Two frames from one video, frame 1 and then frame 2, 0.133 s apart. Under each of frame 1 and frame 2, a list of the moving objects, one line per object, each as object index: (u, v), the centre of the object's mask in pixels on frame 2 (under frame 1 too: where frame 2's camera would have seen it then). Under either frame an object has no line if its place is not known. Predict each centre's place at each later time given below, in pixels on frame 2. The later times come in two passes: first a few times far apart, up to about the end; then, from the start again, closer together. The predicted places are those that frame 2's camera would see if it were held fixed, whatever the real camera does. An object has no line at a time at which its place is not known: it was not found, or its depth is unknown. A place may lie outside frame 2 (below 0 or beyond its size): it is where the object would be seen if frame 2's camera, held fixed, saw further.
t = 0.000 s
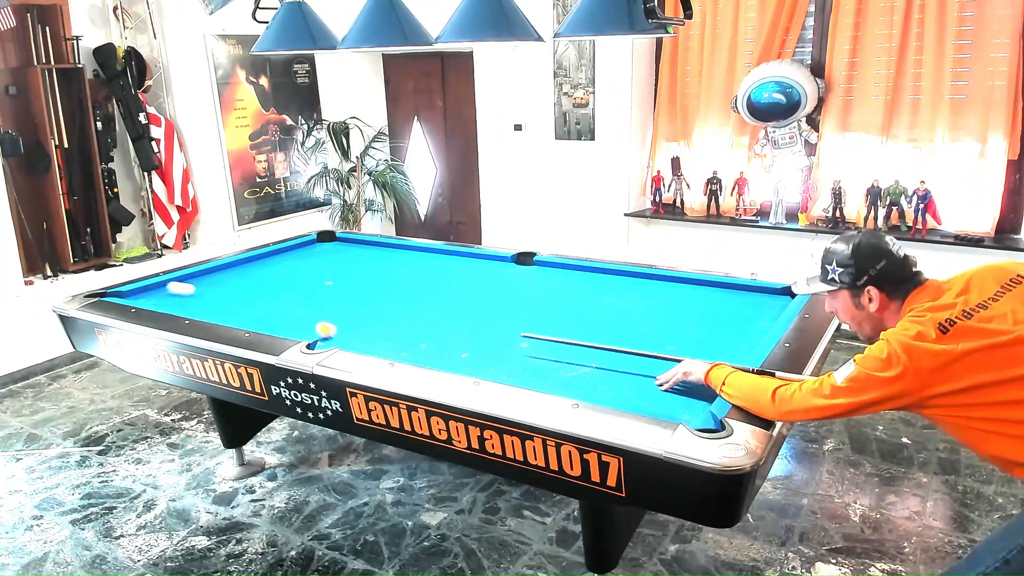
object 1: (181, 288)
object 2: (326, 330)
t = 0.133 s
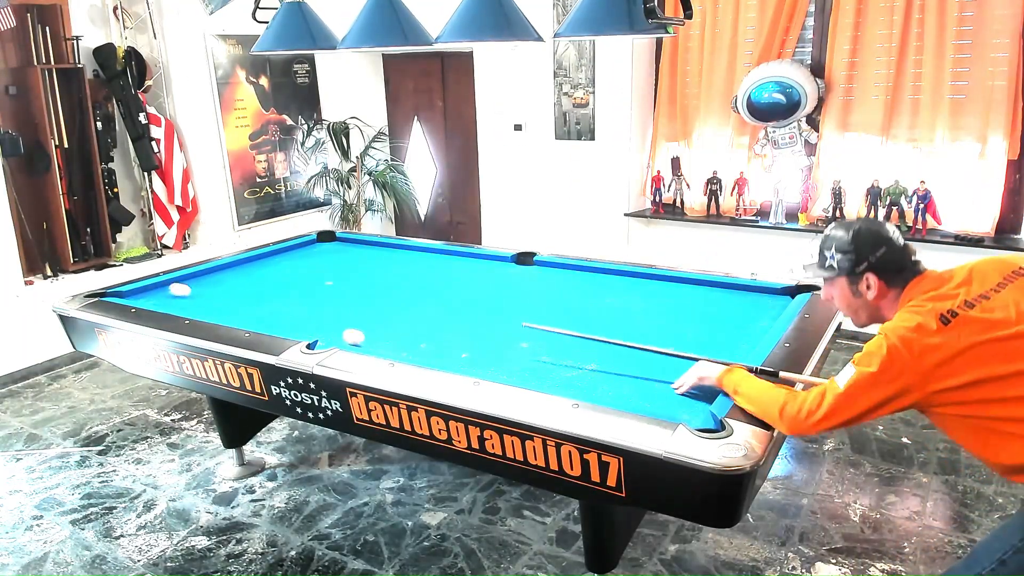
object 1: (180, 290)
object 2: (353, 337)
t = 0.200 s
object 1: (198, 294)
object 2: (368, 341)
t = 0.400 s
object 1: (249, 305)
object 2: (412, 351)
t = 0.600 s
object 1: (305, 318)
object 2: (460, 362)
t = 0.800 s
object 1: (367, 331)
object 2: (512, 374)
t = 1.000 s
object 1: (435, 346)
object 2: (568, 384)
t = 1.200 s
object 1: (511, 363)
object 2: (627, 395)
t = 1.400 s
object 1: (597, 383)
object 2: (689, 407)
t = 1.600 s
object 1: (664, 395)
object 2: (698, 414)
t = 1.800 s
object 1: (676, 388)
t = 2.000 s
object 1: (691, 382)
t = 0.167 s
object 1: (189, 292)
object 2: (361, 339)
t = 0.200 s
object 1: (198, 294)
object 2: (368, 341)
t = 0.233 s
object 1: (206, 296)
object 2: (375, 342)
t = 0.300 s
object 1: (223, 299)
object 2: (390, 346)
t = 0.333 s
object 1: (232, 301)
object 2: (397, 348)
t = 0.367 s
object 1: (240, 303)
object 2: (404, 350)
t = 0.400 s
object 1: (249, 305)
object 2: (412, 351)
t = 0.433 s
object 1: (258, 307)
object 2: (420, 353)
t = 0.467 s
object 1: (267, 309)
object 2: (427, 354)
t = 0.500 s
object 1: (276, 311)
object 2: (435, 357)
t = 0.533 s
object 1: (286, 313)
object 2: (444, 359)
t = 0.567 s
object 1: (295, 315)
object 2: (452, 361)
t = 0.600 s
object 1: (305, 318)
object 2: (460, 362)
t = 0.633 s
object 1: (315, 320)
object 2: (468, 364)
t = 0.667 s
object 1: (325, 322)
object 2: (476, 366)
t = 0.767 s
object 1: (356, 329)
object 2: (503, 372)
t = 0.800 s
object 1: (367, 331)
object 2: (512, 374)
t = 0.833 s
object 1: (378, 334)
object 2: (521, 375)
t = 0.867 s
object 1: (389, 336)
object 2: (530, 377)
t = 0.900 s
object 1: (400, 338)
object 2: (540, 379)
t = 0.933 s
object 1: (412, 341)
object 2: (549, 381)
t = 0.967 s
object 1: (423, 343)
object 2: (558, 382)
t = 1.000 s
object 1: (435, 346)
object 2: (568, 384)
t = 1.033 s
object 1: (447, 349)
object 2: (577, 385)
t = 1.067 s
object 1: (460, 351)
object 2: (587, 387)
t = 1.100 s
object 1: (472, 354)
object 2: (597, 389)
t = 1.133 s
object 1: (485, 358)
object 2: (607, 391)
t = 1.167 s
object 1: (498, 360)
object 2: (617, 393)
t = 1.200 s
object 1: (511, 363)
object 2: (627, 395)
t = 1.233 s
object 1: (525, 367)
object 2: (637, 397)
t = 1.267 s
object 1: (539, 369)
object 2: (648, 399)
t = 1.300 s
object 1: (553, 373)
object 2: (658, 401)
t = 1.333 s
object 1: (567, 376)
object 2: (668, 402)
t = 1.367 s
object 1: (582, 379)
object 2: (678, 404)
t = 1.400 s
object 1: (597, 383)
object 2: (689, 407)
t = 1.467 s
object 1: (629, 390)
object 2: (693, 407)
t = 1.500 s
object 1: (646, 394)
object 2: (688, 406)
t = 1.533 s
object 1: (660, 398)
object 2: (684, 406)
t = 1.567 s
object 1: (664, 397)
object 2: (692, 408)
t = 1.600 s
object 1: (664, 395)
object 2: (698, 414)
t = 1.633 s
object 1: (665, 393)
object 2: (696, 417)
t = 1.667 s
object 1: (666, 392)
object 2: (694, 419)
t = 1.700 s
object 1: (668, 391)
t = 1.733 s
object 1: (671, 389)
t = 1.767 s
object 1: (674, 389)
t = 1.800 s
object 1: (676, 388)
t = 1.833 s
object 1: (679, 387)
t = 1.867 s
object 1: (682, 386)
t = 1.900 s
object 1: (684, 385)
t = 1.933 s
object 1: (686, 383)
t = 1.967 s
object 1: (689, 383)
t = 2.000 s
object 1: (691, 382)
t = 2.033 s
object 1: (693, 381)
